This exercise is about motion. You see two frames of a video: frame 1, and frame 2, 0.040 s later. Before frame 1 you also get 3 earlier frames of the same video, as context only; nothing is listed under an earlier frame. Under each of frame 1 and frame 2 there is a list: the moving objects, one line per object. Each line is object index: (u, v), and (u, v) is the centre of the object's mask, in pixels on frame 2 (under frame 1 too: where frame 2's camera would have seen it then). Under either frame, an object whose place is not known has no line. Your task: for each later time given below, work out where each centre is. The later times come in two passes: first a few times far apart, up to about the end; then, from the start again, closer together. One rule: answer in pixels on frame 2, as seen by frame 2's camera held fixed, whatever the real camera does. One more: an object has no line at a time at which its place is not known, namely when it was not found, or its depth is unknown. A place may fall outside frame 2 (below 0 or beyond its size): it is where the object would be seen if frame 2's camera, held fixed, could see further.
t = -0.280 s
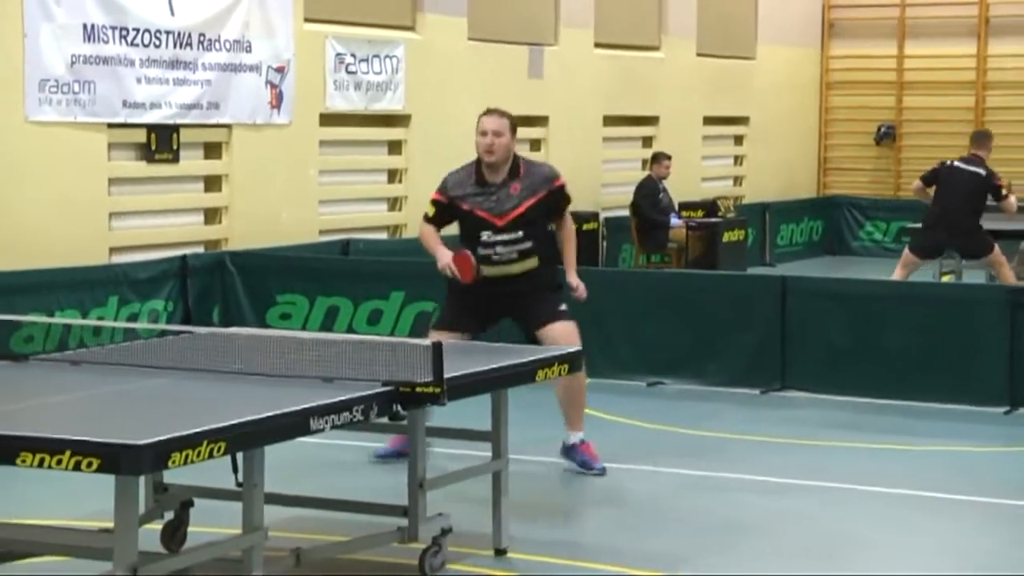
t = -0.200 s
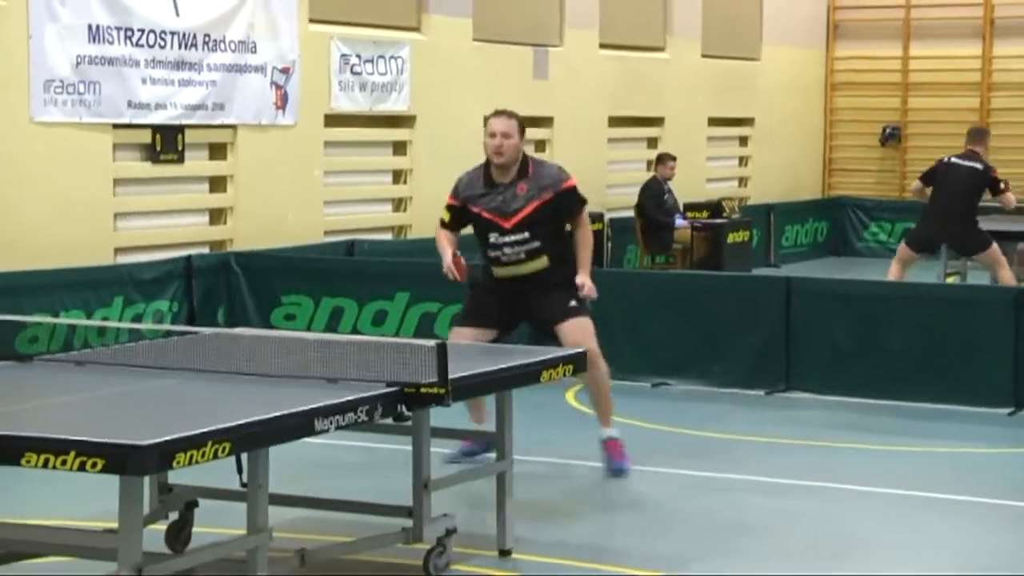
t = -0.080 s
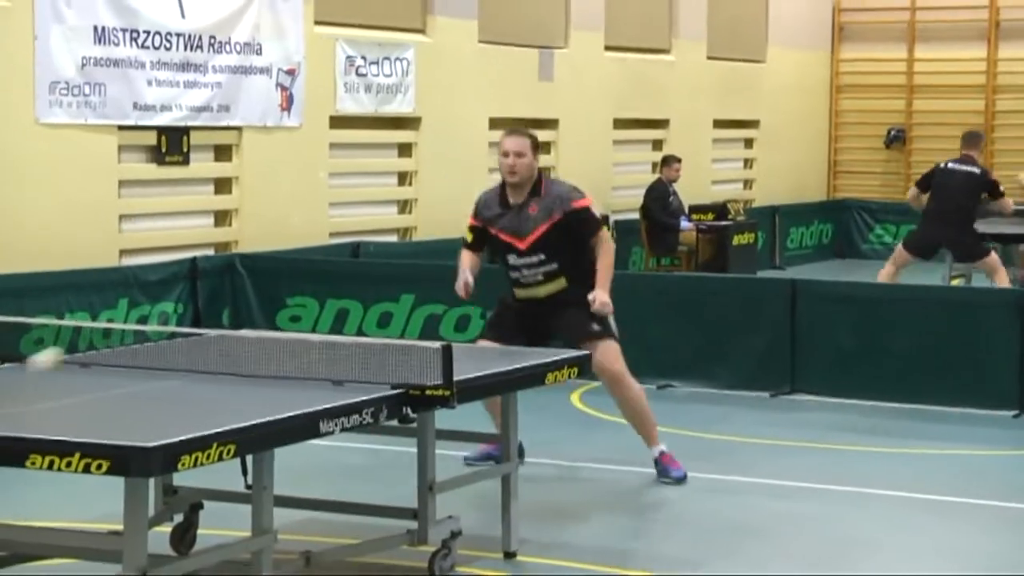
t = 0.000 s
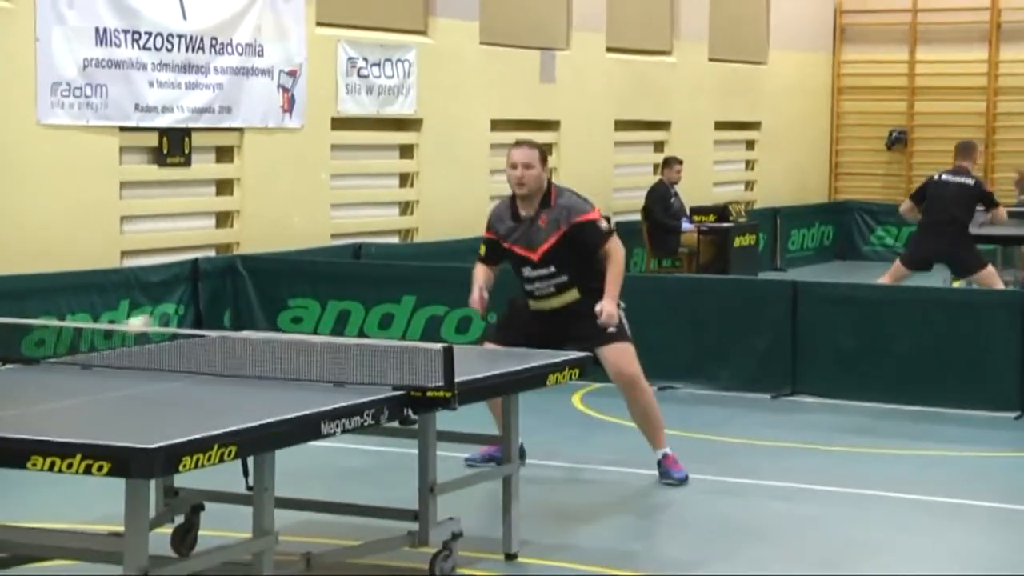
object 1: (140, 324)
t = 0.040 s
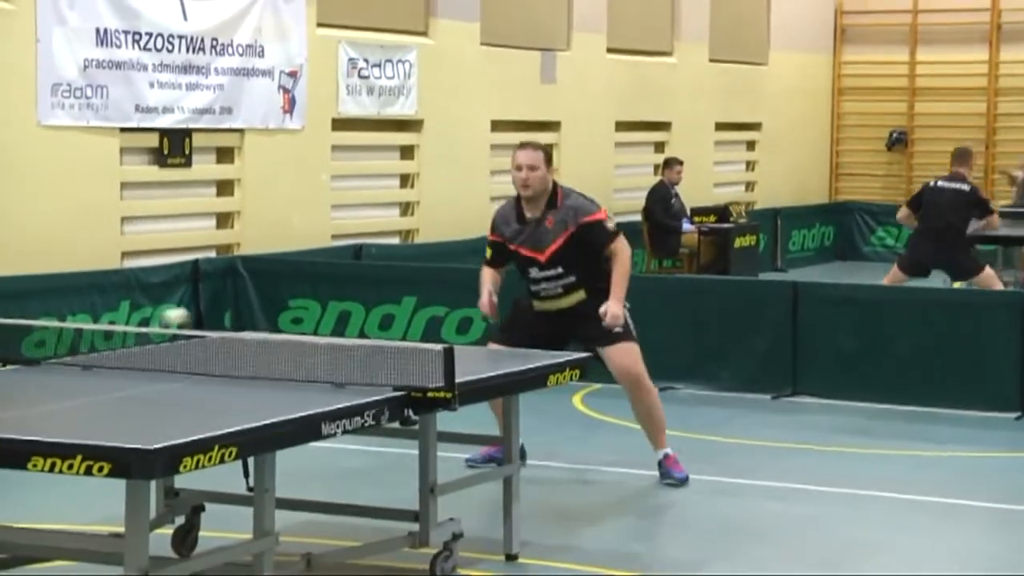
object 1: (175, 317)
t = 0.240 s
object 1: (307, 327)
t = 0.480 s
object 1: (273, 295)
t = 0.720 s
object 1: (194, 303)
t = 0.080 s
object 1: (208, 312)
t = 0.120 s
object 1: (236, 312)
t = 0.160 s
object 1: (262, 315)
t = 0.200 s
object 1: (285, 320)
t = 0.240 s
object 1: (307, 327)
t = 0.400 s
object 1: (296, 329)
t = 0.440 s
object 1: (285, 310)
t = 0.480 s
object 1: (273, 295)
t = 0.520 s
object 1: (261, 284)
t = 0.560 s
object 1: (248, 277)
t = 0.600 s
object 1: (235, 275)
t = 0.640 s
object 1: (221, 279)
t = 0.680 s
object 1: (208, 288)
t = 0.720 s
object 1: (194, 303)
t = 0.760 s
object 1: (181, 321)
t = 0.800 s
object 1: (166, 349)
